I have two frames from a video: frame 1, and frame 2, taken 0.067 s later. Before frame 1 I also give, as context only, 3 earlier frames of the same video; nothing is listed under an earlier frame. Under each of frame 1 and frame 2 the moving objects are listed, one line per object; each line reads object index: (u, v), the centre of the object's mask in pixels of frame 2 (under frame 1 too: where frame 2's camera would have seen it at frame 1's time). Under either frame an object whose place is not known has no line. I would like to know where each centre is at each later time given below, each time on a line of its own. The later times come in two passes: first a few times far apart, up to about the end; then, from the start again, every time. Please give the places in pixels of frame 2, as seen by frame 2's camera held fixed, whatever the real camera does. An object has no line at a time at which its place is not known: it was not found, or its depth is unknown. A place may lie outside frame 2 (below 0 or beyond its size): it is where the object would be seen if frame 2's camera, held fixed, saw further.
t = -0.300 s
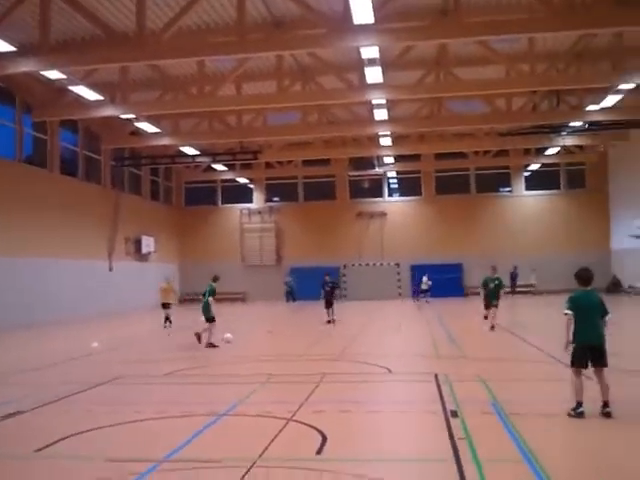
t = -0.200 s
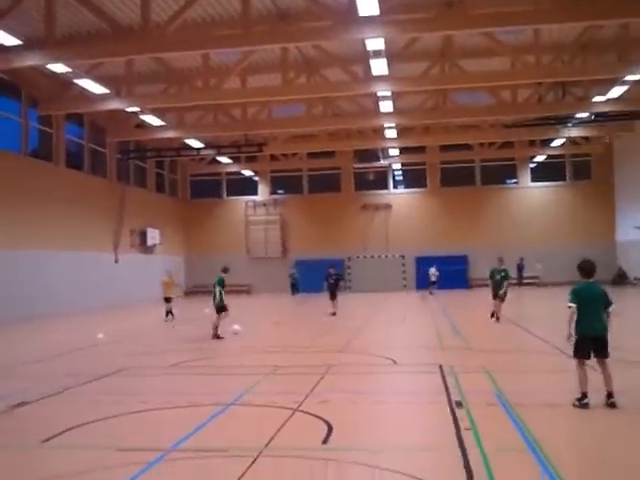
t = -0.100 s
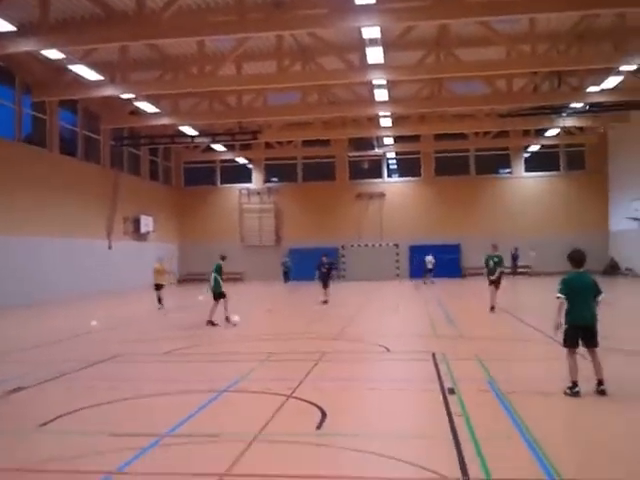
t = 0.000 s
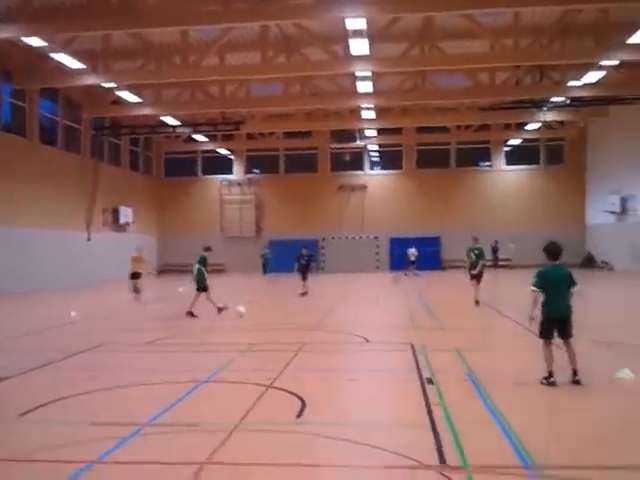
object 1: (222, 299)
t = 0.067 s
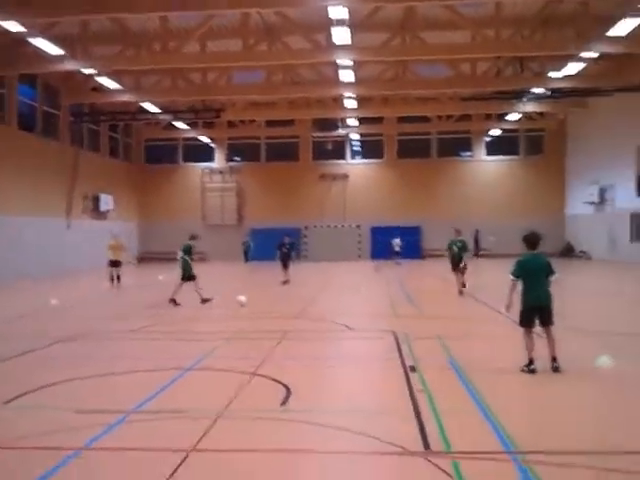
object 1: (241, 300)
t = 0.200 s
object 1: (272, 301)
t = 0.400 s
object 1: (318, 301)
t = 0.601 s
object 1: (358, 303)
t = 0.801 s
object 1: (399, 303)
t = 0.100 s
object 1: (250, 300)
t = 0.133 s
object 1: (257, 300)
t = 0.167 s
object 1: (265, 301)
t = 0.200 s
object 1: (272, 301)
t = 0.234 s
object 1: (280, 300)
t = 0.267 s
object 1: (288, 301)
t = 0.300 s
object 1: (295, 301)
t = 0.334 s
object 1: (303, 300)
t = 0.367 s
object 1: (311, 301)
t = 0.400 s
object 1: (318, 301)
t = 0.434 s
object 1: (327, 301)
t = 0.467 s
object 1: (333, 300)
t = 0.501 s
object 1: (338, 301)
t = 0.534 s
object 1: (347, 303)
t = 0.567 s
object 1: (353, 303)
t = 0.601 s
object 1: (358, 303)
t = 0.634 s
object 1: (364, 304)
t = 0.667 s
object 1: (374, 304)
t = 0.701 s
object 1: (379, 304)
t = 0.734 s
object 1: (387, 303)
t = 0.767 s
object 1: (394, 303)
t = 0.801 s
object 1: (399, 303)
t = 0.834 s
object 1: (406, 303)
